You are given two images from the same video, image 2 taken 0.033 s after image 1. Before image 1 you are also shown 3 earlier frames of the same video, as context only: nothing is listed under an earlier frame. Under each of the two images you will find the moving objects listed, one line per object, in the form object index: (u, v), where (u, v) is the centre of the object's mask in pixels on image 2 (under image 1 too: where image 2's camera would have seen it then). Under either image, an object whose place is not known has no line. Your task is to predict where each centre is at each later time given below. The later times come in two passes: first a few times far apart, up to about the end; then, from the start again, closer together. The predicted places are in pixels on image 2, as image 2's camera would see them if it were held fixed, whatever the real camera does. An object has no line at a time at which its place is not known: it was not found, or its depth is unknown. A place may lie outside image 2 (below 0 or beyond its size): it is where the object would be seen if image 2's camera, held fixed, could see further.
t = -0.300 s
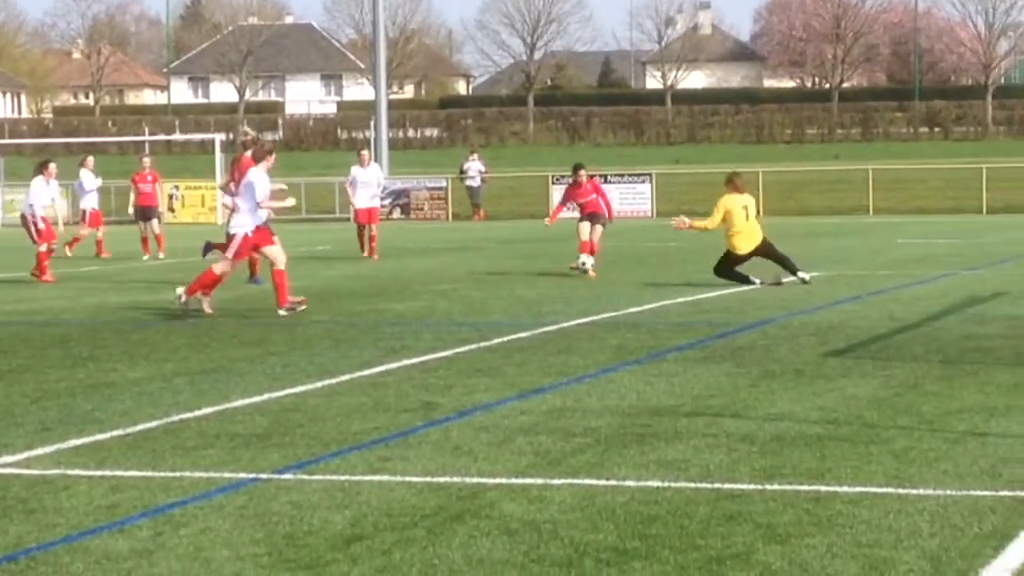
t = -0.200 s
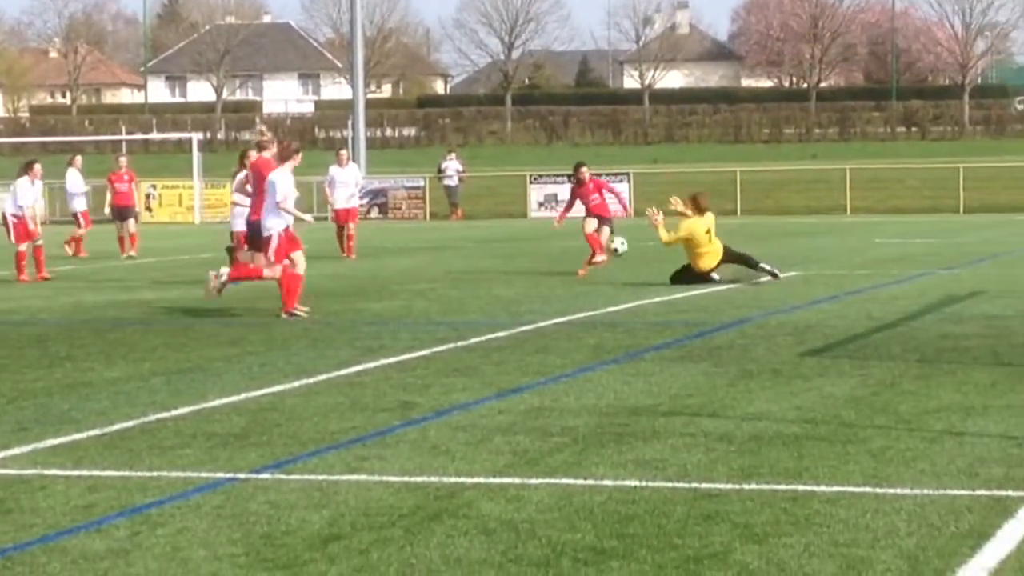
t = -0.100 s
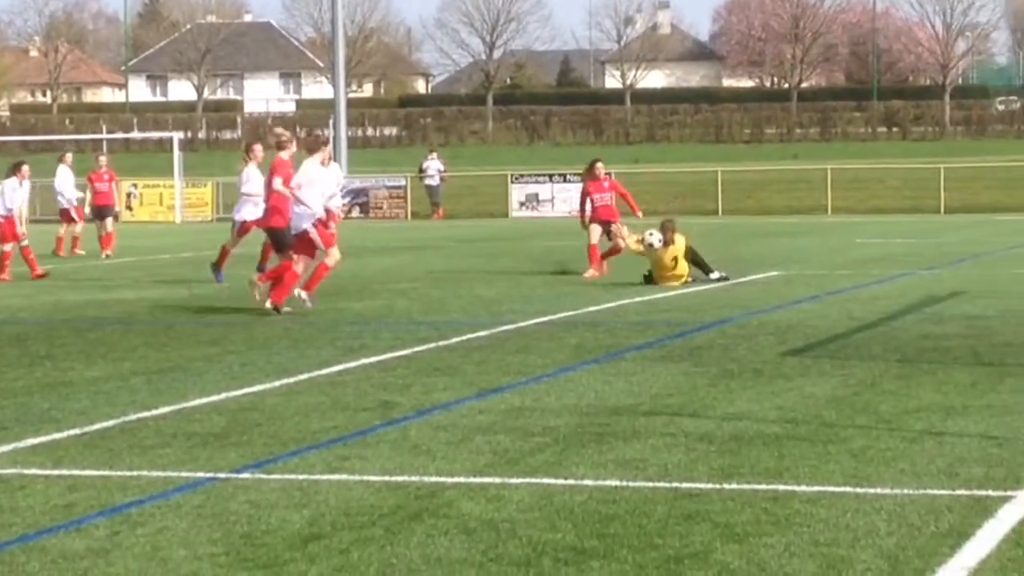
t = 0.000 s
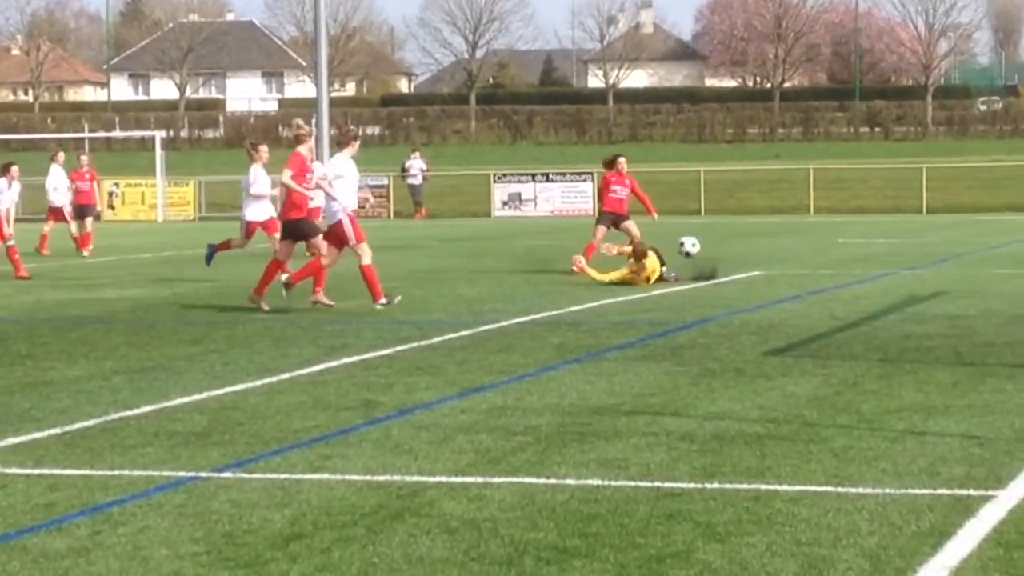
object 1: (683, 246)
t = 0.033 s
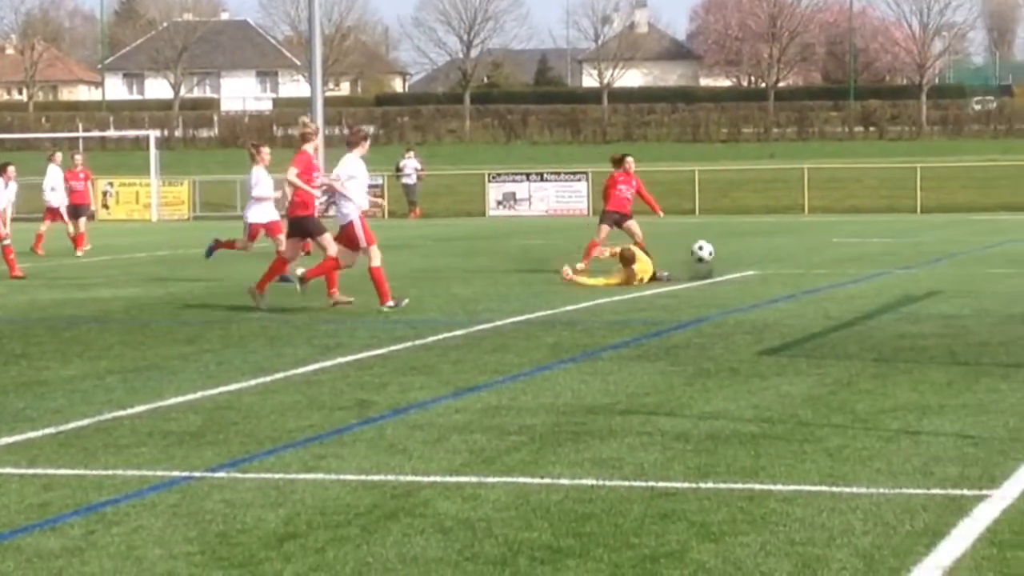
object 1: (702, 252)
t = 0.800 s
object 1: (1251, 285)
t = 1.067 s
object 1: (1387, 293)
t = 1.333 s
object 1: (1329, 330)
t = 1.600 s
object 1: (1306, 335)
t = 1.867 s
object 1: (1285, 339)
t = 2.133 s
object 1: (1279, 339)
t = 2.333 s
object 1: (1281, 342)
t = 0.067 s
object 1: (723, 257)
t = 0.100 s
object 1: (743, 267)
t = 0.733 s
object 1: (1196, 295)
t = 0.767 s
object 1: (1223, 290)
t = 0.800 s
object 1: (1251, 285)
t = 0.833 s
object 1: (1282, 283)
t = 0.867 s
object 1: (1312, 282)
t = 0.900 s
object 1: (1344, 286)
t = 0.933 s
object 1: (1378, 289)
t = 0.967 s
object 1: (1398, 289)
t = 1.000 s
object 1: (1397, 289)
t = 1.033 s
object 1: (1393, 291)
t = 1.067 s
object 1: (1387, 293)
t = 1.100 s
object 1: (1380, 297)
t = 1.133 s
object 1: (1372, 300)
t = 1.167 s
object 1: (1363, 305)
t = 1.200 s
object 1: (1354, 310)
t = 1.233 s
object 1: (1347, 318)
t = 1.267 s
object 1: (1339, 326)
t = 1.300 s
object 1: (1333, 334)
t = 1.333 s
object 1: (1329, 330)
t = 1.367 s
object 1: (1327, 324)
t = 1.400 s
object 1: (1324, 319)
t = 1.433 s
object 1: (1320, 317)
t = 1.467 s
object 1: (1318, 318)
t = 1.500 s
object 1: (1316, 320)
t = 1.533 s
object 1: (1313, 324)
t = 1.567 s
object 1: (1311, 327)
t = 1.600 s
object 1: (1306, 335)
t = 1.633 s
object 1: (1304, 339)
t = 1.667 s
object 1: (1302, 338)
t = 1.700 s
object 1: (1297, 337)
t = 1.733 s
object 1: (1295, 337)
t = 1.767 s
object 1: (1292, 338)
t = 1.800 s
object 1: (1292, 339)
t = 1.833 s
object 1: (1288, 339)
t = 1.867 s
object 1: (1285, 339)
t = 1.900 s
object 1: (1283, 339)
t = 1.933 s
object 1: (1282, 339)
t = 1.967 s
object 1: (1282, 338)
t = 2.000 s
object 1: (1281, 338)
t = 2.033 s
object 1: (1280, 339)
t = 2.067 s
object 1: (1279, 339)
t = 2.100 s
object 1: (1279, 339)
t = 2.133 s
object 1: (1279, 339)
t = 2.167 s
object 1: (1279, 339)
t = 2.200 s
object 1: (1279, 340)
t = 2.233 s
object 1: (1279, 340)
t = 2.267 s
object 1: (1279, 341)
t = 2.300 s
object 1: (1280, 342)
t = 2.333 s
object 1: (1281, 342)
